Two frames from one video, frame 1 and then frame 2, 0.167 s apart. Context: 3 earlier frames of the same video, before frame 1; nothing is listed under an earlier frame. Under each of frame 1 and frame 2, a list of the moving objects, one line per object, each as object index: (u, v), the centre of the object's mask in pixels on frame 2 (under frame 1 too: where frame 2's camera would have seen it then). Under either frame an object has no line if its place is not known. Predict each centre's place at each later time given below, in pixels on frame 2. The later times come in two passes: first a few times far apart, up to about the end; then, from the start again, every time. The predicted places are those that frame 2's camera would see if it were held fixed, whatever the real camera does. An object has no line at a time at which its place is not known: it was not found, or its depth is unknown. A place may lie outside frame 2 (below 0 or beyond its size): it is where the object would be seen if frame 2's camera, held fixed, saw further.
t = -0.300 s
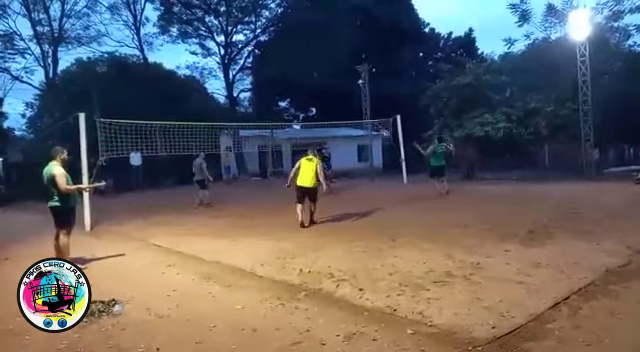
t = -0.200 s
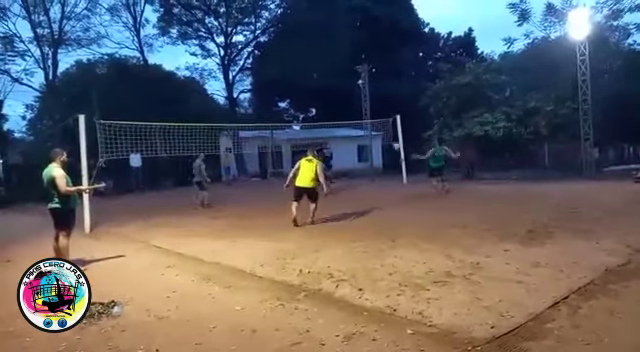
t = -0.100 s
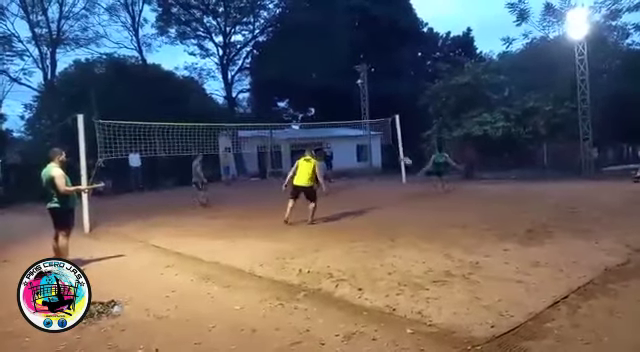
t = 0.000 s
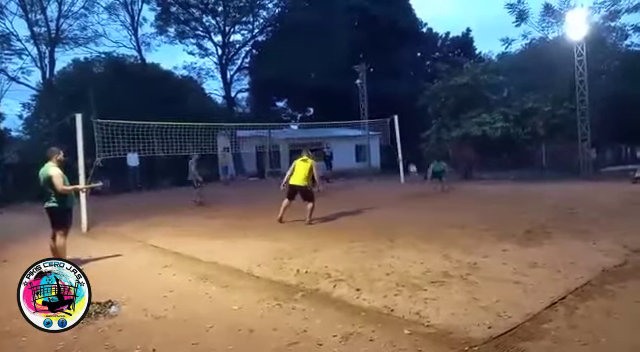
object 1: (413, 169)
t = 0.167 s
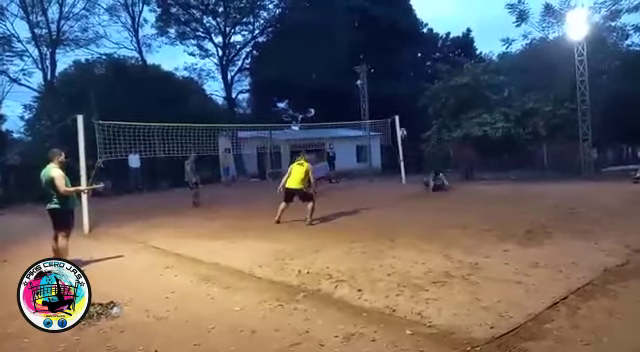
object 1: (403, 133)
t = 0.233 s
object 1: (398, 119)
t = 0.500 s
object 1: (379, 81)
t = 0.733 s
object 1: (362, 64)
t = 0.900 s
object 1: (349, 65)
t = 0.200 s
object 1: (402, 126)
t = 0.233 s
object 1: (398, 119)
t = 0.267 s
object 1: (395, 113)
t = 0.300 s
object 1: (393, 108)
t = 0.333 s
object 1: (391, 103)
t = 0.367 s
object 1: (388, 97)
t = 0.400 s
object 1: (386, 93)
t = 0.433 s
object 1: (384, 88)
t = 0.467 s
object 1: (381, 84)
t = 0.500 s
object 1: (379, 81)
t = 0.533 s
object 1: (377, 77)
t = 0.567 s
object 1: (374, 74)
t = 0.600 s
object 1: (371, 71)
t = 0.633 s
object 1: (369, 69)
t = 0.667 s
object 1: (367, 67)
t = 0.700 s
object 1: (364, 65)
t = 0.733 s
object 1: (362, 64)
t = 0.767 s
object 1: (359, 63)
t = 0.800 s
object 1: (357, 63)
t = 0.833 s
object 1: (354, 63)
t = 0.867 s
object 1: (352, 64)
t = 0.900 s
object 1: (349, 65)
